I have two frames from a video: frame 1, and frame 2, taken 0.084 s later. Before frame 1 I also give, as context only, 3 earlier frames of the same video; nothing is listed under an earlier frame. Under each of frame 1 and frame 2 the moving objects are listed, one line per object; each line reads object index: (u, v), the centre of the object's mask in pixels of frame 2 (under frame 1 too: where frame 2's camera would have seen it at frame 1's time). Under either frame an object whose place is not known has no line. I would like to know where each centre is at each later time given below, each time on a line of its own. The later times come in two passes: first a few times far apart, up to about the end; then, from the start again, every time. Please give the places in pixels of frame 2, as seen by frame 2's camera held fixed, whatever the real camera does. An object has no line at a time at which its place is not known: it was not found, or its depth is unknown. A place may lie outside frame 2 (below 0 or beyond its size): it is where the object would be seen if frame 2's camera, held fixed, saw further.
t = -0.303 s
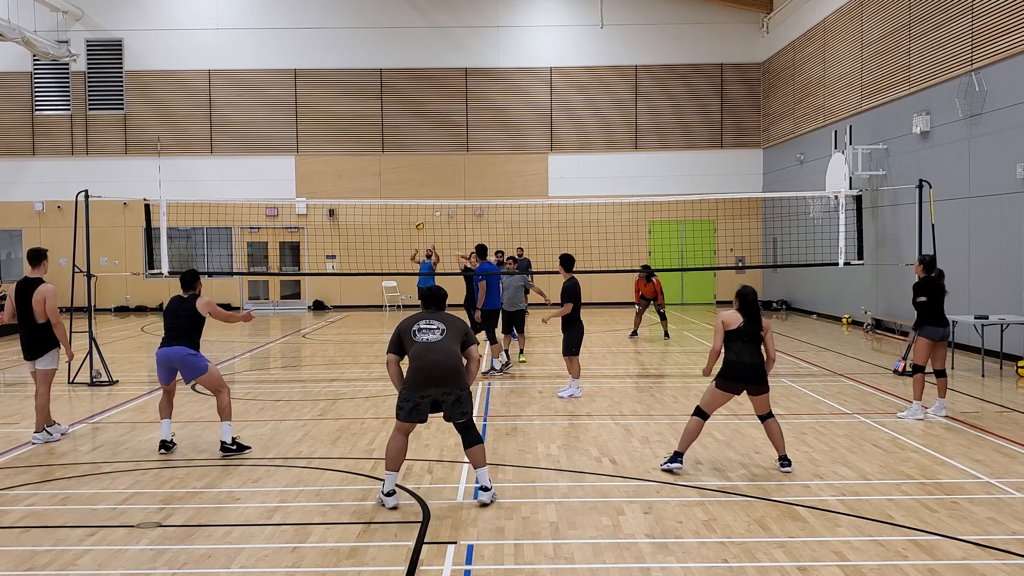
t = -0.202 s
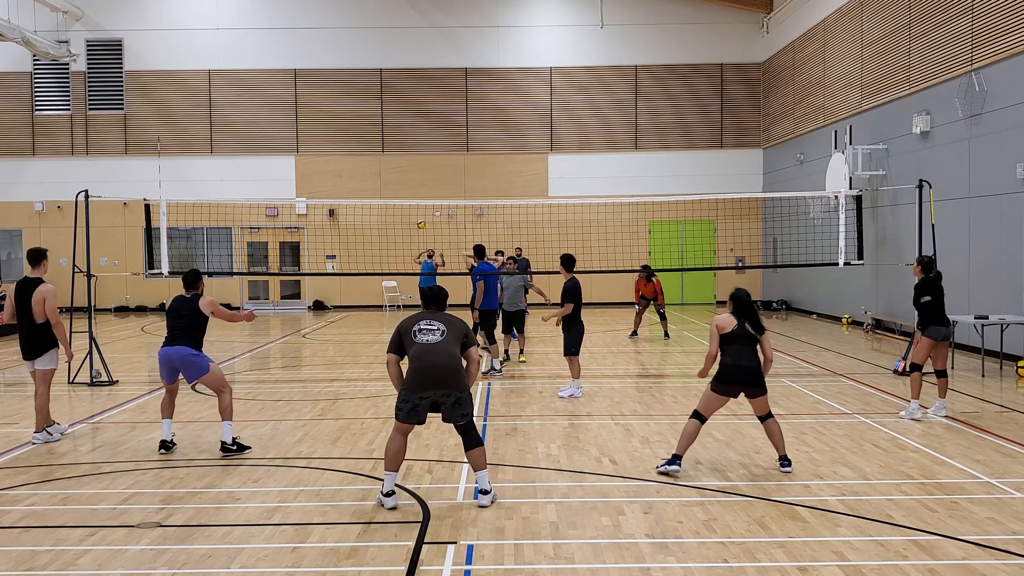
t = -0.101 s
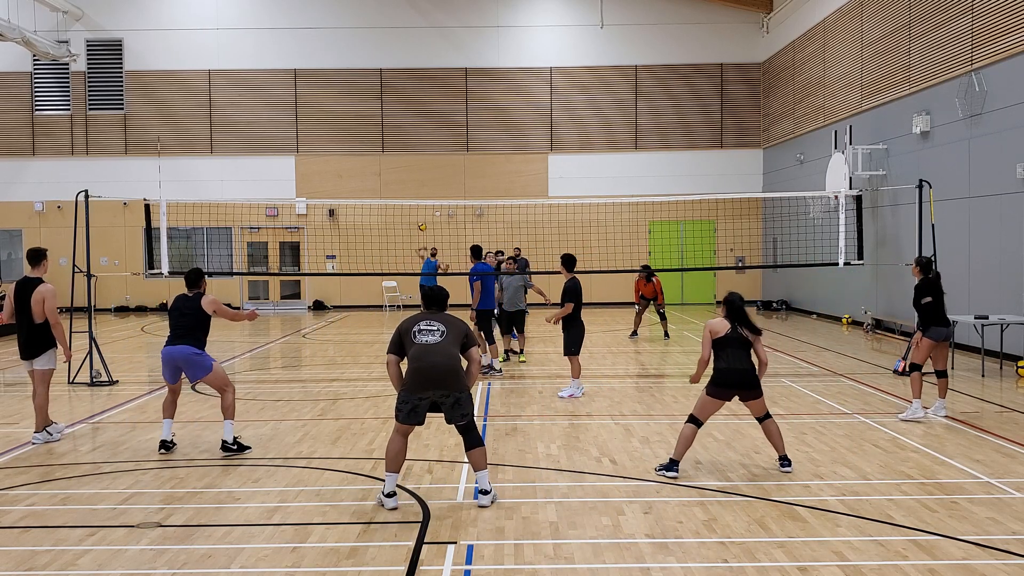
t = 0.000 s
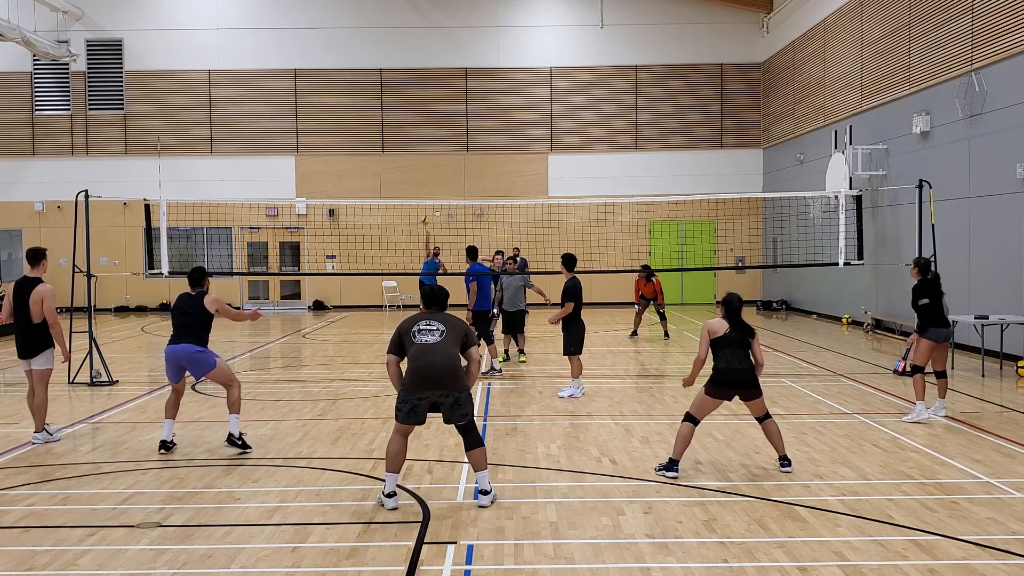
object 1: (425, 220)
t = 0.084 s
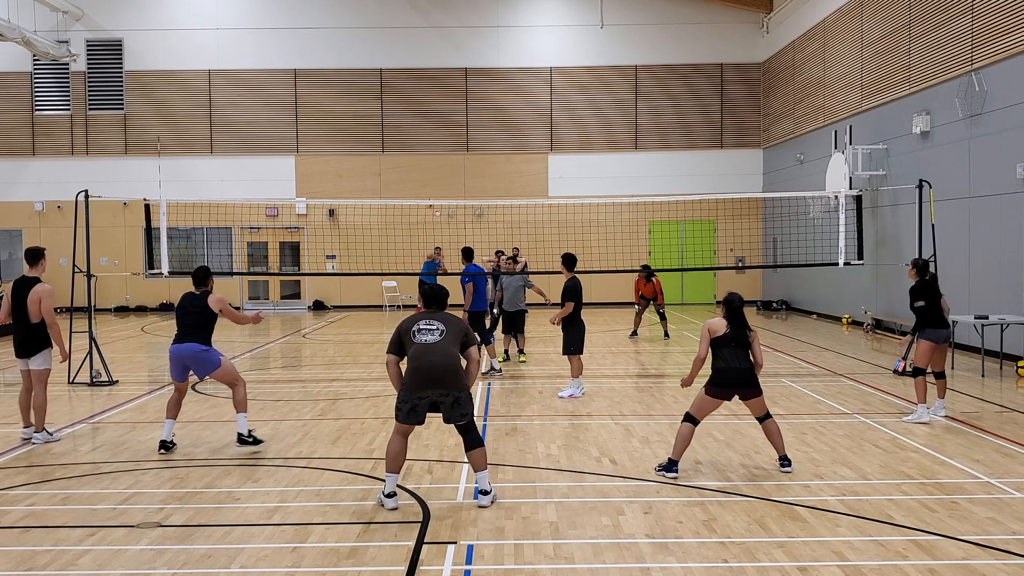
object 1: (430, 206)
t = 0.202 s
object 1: (436, 180)
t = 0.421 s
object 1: (451, 147)
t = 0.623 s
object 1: (472, 131)
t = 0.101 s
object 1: (430, 198)
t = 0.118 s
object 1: (431, 196)
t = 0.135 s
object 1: (432, 193)
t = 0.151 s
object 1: (433, 189)
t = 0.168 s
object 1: (434, 186)
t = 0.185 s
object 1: (435, 183)
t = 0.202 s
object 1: (436, 180)
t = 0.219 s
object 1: (437, 176)
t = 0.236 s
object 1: (438, 174)
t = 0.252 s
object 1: (439, 171)
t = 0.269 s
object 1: (440, 168)
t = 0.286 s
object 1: (442, 165)
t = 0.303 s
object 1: (443, 162)
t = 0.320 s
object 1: (444, 160)
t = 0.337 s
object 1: (445, 158)
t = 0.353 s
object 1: (446, 155)
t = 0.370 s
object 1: (447, 153)
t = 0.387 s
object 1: (448, 151)
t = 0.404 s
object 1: (449, 149)
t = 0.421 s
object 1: (451, 147)
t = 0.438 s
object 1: (452, 145)
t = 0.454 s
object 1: (454, 143)
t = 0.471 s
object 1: (455, 142)
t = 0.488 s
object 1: (457, 140)
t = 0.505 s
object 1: (458, 138)
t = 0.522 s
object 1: (460, 137)
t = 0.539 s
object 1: (462, 136)
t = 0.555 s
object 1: (464, 134)
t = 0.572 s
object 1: (466, 134)
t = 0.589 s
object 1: (468, 133)
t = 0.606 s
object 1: (470, 132)
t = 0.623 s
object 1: (472, 131)
